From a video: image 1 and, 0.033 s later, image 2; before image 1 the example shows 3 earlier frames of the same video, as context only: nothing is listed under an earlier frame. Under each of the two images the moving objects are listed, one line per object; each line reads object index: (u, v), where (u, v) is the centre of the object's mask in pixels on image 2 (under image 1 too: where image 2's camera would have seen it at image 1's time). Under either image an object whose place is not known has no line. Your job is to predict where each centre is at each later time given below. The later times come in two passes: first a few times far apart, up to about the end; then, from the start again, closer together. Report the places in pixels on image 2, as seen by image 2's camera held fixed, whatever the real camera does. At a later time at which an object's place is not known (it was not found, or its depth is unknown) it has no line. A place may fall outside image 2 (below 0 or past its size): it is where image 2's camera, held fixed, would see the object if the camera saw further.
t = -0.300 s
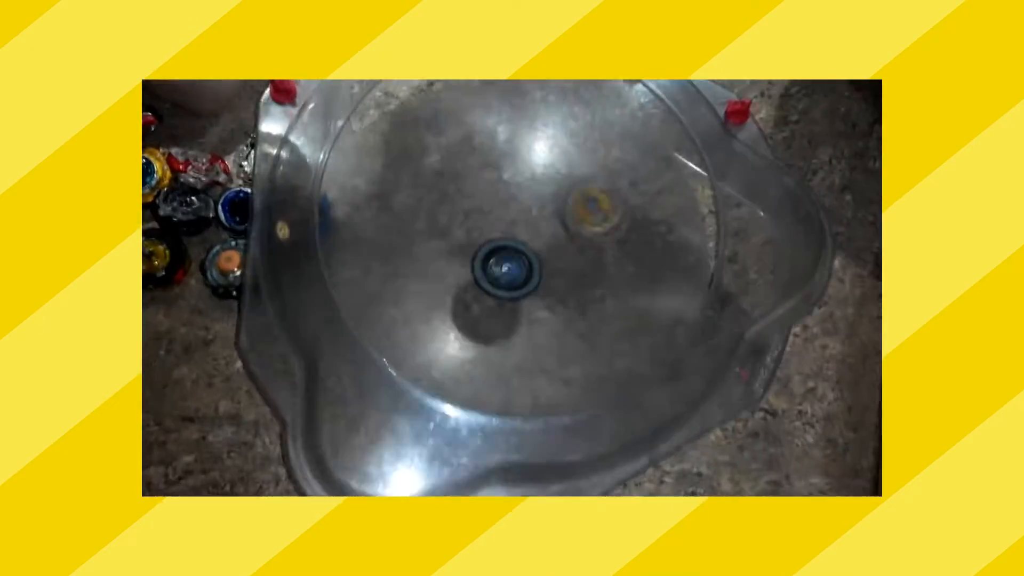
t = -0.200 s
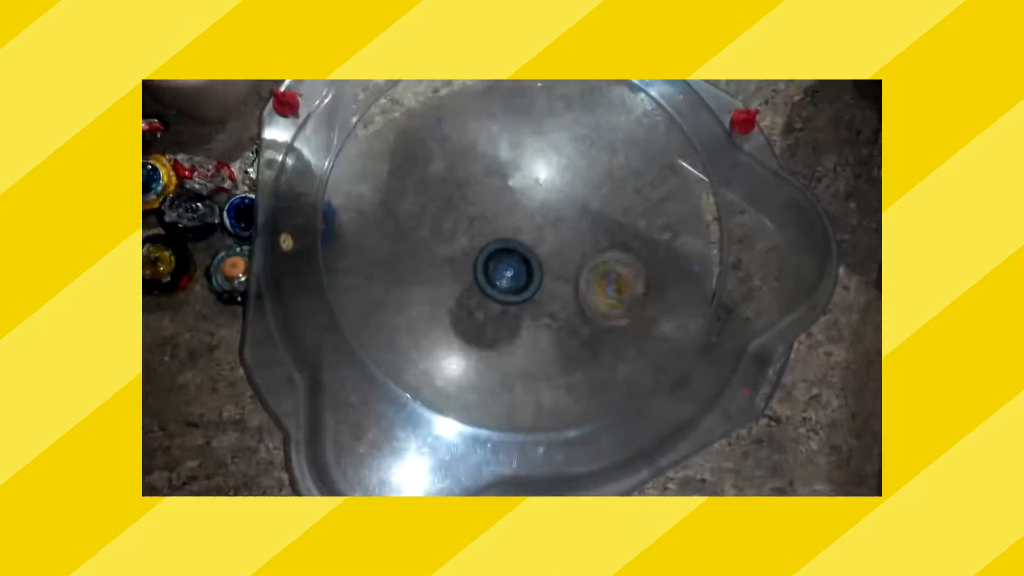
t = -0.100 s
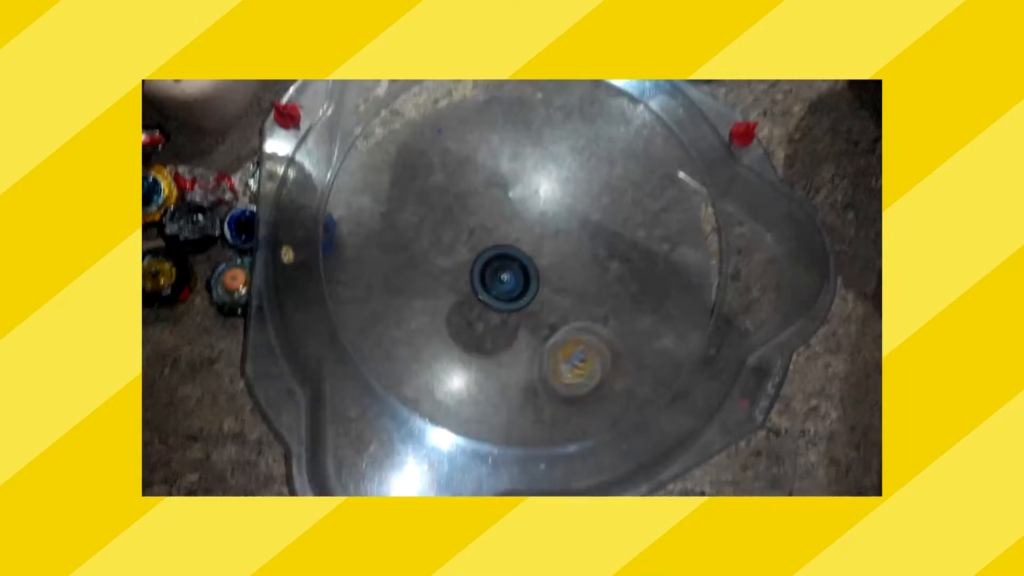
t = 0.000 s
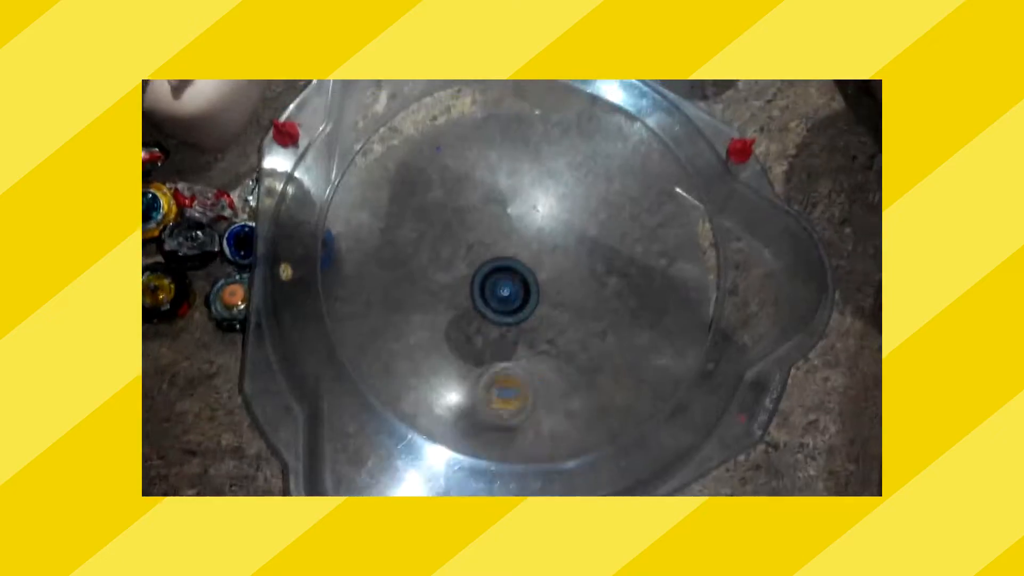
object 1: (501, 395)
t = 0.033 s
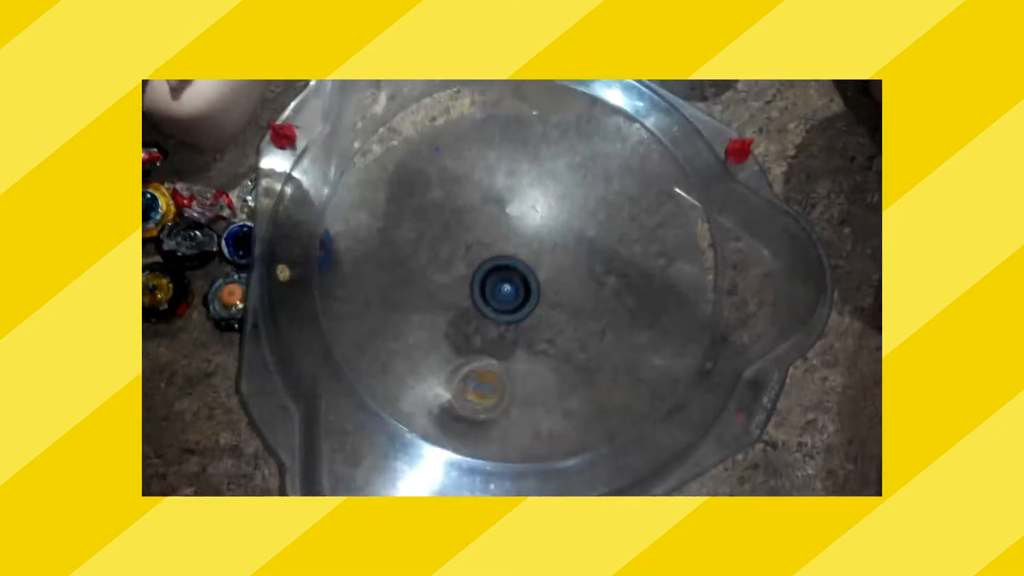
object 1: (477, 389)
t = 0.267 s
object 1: (411, 273)
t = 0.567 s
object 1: (577, 256)
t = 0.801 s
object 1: (551, 373)
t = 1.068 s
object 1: (402, 324)
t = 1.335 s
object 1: (473, 195)
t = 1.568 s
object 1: (591, 271)
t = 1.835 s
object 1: (500, 374)
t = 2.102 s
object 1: (429, 268)
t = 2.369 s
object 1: (555, 227)
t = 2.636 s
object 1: (558, 350)
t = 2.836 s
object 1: (451, 338)
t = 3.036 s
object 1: (459, 246)
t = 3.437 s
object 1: (566, 342)
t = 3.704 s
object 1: (437, 339)
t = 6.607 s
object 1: (542, 271)
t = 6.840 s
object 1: (495, 279)
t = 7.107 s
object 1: (457, 270)
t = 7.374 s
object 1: (455, 279)
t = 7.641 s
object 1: (476, 296)
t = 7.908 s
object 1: (480, 300)
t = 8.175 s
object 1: (481, 299)
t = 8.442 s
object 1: (492, 317)
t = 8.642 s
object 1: (494, 311)
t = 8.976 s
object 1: (484, 320)
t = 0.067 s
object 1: (455, 379)
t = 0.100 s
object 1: (437, 365)
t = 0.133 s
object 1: (424, 349)
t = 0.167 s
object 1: (412, 332)
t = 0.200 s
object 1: (405, 312)
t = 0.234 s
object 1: (406, 292)
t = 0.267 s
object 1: (411, 273)
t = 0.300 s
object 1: (420, 257)
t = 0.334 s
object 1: (433, 242)
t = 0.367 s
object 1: (450, 234)
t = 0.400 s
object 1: (470, 227)
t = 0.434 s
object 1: (490, 224)
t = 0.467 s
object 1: (510, 222)
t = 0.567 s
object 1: (577, 256)
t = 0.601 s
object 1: (589, 270)
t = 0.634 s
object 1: (595, 287)
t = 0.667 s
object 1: (596, 307)
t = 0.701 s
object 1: (593, 325)
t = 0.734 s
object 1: (582, 343)
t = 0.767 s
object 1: (570, 359)
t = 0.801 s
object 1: (551, 373)
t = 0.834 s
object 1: (530, 382)
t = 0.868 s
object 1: (507, 386)
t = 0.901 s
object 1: (486, 386)
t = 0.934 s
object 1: (463, 382)
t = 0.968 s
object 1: (445, 375)
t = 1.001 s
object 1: (426, 360)
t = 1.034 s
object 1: (408, 344)
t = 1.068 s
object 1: (402, 324)
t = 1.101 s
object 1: (394, 302)
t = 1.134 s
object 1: (393, 280)
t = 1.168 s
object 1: (400, 259)
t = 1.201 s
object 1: (405, 245)
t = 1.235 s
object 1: (419, 224)
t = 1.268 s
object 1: (434, 210)
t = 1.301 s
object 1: (453, 200)
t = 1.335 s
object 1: (473, 195)
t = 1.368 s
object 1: (495, 194)
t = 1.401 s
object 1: (518, 200)
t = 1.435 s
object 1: (541, 207)
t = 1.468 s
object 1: (556, 217)
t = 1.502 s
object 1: (569, 232)
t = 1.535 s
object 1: (581, 249)
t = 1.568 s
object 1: (591, 271)
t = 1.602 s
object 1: (593, 291)
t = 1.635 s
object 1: (591, 311)
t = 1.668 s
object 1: (584, 329)
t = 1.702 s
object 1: (573, 343)
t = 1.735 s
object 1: (557, 357)
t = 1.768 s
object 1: (541, 366)
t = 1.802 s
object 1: (521, 371)
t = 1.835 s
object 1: (500, 374)
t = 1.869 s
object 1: (481, 371)
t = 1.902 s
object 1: (462, 364)
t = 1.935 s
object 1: (447, 351)
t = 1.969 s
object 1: (435, 337)
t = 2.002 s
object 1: (426, 323)
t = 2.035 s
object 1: (422, 302)
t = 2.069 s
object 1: (422, 283)
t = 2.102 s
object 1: (429, 268)
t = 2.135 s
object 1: (435, 250)
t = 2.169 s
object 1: (448, 237)
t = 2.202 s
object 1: (464, 223)
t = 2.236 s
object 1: (480, 216)
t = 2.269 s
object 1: (499, 213)
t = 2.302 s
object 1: (519, 214)
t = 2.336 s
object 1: (537, 217)
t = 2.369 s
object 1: (555, 227)
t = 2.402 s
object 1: (572, 237)
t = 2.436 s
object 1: (582, 254)
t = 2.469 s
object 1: (590, 272)
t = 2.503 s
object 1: (592, 290)
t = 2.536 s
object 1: (590, 308)
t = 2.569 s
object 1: (580, 326)
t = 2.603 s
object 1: (571, 338)
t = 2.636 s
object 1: (558, 350)
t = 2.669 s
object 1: (541, 359)
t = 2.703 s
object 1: (519, 366)
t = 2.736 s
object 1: (499, 365)
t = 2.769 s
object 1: (479, 361)
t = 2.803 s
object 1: (464, 351)
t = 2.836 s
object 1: (451, 338)
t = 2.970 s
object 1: (438, 275)
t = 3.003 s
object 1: (446, 260)
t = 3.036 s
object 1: (459, 246)
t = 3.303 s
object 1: (572, 275)
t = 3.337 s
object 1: (578, 293)
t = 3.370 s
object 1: (579, 310)
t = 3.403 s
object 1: (574, 326)
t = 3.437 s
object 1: (566, 342)
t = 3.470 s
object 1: (556, 356)
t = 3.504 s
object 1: (539, 367)
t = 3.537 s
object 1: (521, 372)
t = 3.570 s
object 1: (501, 373)
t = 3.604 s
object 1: (482, 370)
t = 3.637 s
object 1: (465, 362)
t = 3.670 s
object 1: (449, 350)
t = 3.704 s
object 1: (437, 339)
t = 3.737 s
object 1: (430, 324)
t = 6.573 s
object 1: (547, 266)
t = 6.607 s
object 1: (542, 271)
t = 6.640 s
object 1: (534, 271)
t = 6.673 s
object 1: (529, 272)
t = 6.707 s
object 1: (523, 273)
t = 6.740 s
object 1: (516, 272)
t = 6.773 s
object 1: (509, 274)
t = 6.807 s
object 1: (504, 275)
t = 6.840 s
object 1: (495, 279)
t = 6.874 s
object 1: (489, 283)
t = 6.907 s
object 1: (481, 278)
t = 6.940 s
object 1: (475, 274)
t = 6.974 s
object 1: (468, 273)
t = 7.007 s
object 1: (466, 271)
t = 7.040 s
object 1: (465, 271)
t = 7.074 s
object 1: (460, 270)
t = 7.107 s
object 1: (457, 270)
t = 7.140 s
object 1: (452, 271)
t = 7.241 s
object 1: (447, 271)
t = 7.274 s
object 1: (447, 273)
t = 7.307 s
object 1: (447, 275)
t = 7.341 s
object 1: (452, 276)
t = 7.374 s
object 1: (455, 279)
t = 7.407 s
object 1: (460, 282)
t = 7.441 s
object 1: (466, 287)
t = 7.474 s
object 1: (471, 287)
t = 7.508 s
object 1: (472, 289)
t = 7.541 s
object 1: (473, 293)
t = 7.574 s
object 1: (478, 294)
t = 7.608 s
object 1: (479, 294)
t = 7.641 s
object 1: (476, 296)
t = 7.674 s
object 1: (476, 297)
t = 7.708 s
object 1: (480, 295)
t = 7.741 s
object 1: (478, 294)
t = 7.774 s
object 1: (479, 295)
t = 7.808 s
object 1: (480, 299)
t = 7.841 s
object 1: (484, 299)
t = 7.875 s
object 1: (483, 297)
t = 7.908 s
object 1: (480, 300)
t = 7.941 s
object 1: (476, 305)
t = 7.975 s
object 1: (479, 308)
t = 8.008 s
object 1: (481, 308)
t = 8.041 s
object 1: (483, 307)
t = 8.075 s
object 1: (485, 304)
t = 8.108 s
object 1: (481, 301)
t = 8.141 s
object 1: (479, 301)
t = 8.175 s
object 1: (481, 299)
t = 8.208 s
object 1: (492, 299)
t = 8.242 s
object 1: (496, 293)
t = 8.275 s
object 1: (496, 296)
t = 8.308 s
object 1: (496, 297)
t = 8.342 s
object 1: (494, 300)
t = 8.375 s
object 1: (492, 307)
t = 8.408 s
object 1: (491, 314)
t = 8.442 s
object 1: (492, 317)
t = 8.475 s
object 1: (493, 318)
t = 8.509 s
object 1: (494, 316)
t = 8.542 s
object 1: (493, 313)
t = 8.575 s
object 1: (493, 310)
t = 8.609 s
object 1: (494, 310)
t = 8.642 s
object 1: (494, 311)
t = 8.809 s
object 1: (483, 321)
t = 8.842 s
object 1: (482, 323)
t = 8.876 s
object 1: (483, 323)
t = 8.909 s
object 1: (484, 323)
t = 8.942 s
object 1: (484, 321)
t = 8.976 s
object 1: (484, 320)
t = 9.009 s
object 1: (483, 319)
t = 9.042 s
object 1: (483, 319)
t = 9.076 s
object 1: (484, 320)
